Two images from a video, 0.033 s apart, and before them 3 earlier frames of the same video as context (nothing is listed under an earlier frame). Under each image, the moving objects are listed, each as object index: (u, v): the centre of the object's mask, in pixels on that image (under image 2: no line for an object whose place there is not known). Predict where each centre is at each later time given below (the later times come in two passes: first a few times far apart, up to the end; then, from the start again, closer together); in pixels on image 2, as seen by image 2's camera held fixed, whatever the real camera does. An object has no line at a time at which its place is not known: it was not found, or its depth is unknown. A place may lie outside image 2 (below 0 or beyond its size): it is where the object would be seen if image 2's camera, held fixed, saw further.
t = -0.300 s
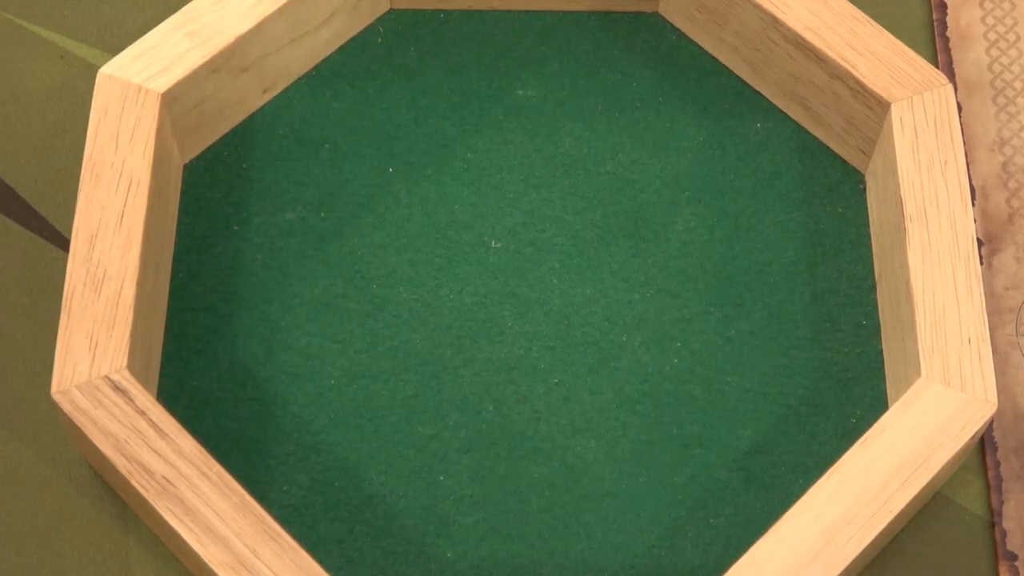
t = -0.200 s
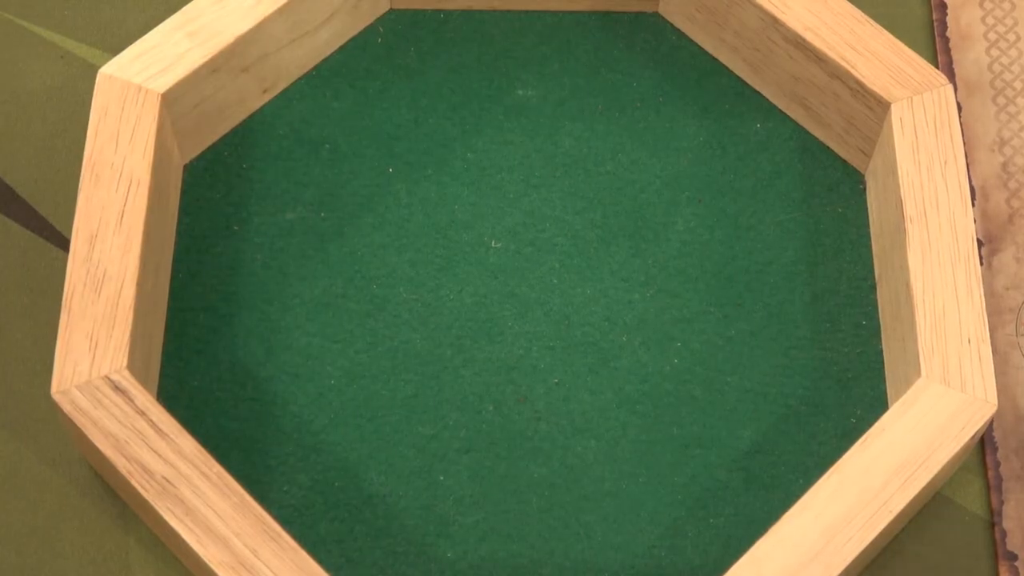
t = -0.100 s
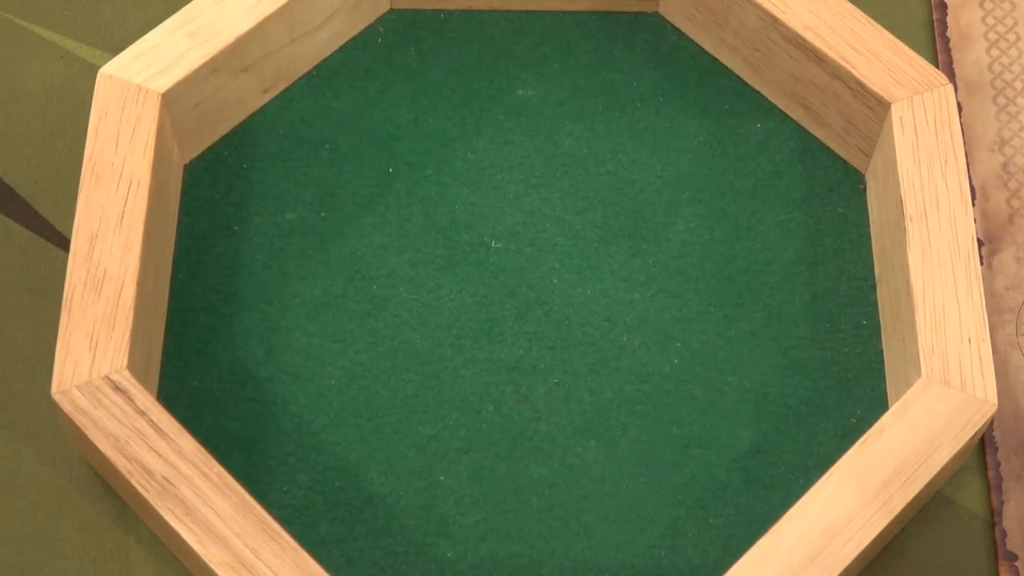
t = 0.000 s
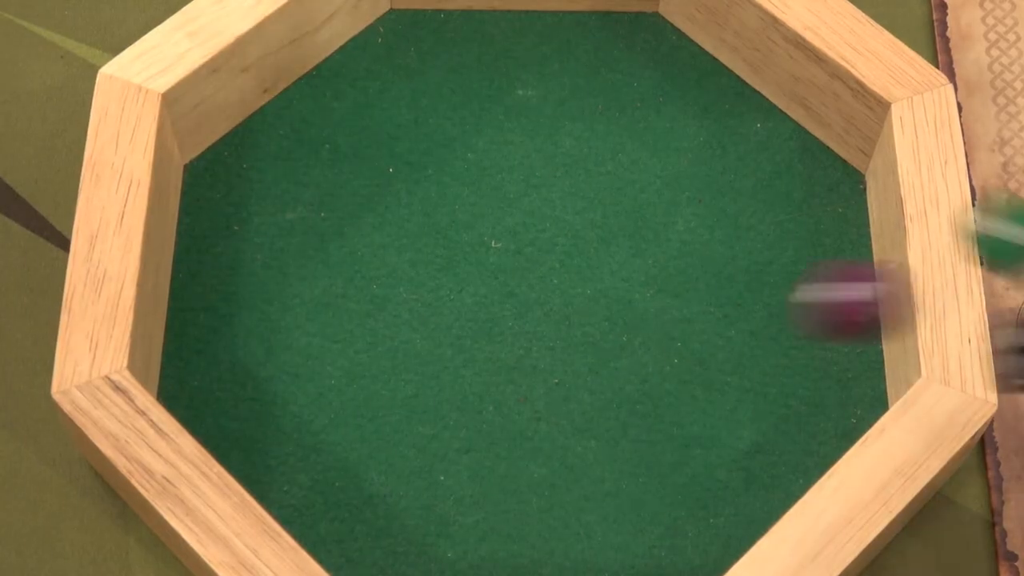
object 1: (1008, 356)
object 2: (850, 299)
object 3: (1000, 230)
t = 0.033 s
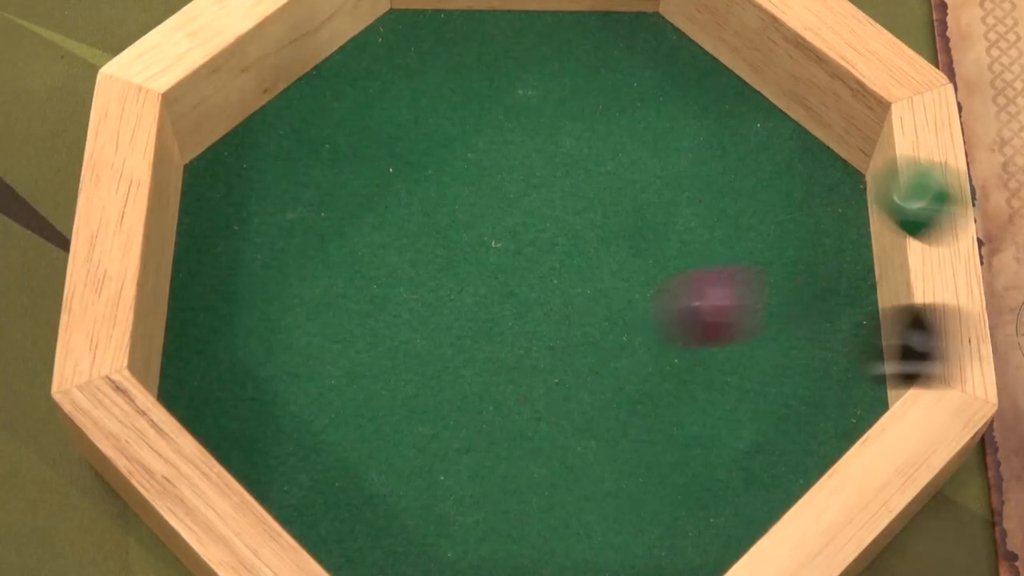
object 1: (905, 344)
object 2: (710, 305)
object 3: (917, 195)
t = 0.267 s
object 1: (224, 186)
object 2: (209, 260)
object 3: (552, 83)
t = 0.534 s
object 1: (475, 68)
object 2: (292, 274)
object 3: (451, 21)
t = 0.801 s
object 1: (557, 141)
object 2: (290, 274)
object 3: (451, 24)
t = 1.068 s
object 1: (558, 140)
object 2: (290, 274)
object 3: (451, 24)
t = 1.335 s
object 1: (558, 140)
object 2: (290, 274)
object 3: (451, 24)
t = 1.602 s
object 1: (558, 140)
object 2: (290, 274)
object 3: (451, 24)
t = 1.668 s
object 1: (558, 140)
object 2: (290, 274)
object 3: (452, 24)
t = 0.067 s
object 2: (587, 327)
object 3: (827, 183)
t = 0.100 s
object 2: (499, 315)
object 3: (745, 190)
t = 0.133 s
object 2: (435, 285)
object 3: (679, 201)
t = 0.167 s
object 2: (372, 275)
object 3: (639, 150)
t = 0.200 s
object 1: (401, 207)
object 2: (309, 279)
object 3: (610, 116)
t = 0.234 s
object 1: (311, 187)
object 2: (256, 265)
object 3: (579, 104)
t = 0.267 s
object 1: (224, 186)
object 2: (209, 260)
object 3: (552, 83)
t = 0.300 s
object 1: (249, 178)
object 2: (203, 258)
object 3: (527, 68)
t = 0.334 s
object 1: (285, 144)
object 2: (228, 253)
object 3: (510, 55)
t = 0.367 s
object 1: (324, 133)
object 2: (250, 252)
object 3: (497, 43)
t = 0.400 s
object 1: (354, 113)
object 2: (268, 251)
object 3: (487, 35)
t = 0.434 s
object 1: (385, 103)
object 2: (281, 252)
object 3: (477, 28)
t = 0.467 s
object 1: (415, 91)
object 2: (288, 258)
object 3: (471, 25)
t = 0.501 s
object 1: (445, 77)
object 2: (291, 266)
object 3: (461, 23)
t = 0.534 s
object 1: (475, 68)
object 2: (292, 274)
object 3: (451, 21)
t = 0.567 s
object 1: (504, 69)
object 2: (289, 274)
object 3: (451, 24)
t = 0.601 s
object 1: (524, 72)
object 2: (290, 274)
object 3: (451, 24)
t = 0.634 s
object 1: (538, 82)
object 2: (290, 274)
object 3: (451, 24)
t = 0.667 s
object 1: (547, 91)
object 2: (290, 274)
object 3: (451, 24)
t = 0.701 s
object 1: (552, 103)
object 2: (290, 274)
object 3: (451, 24)
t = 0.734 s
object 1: (556, 120)
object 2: (290, 274)
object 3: (451, 24)
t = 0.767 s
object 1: (556, 132)
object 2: (290, 274)
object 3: (451, 24)
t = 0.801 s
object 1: (557, 141)
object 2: (290, 274)
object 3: (451, 24)
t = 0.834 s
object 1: (558, 140)
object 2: (290, 274)
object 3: (451, 24)
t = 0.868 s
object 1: (558, 140)
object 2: (290, 274)
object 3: (451, 24)
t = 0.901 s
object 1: (558, 140)
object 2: (290, 274)
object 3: (451, 24)
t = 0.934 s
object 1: (558, 140)
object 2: (290, 274)
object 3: (451, 24)
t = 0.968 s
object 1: (558, 140)
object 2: (290, 274)
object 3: (452, 24)
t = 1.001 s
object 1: (558, 140)
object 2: (290, 274)
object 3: (451, 24)
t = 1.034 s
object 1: (558, 140)
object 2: (290, 274)
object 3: (451, 24)
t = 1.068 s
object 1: (558, 140)
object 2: (290, 274)
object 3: (451, 24)
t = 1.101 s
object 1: (558, 140)
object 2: (290, 274)
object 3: (451, 24)
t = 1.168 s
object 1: (558, 140)
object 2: (290, 274)
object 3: (451, 24)
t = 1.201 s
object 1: (558, 140)
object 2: (290, 274)
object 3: (451, 24)
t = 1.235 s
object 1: (558, 140)
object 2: (290, 274)
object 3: (451, 24)
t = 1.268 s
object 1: (558, 140)
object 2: (290, 274)
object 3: (451, 24)
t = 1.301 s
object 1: (558, 140)
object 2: (290, 274)
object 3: (451, 24)
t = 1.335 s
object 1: (558, 140)
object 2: (290, 274)
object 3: (451, 24)
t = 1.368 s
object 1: (558, 140)
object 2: (290, 274)
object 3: (451, 24)
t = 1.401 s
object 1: (558, 140)
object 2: (290, 274)
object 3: (451, 24)
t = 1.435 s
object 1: (558, 140)
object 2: (290, 274)
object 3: (451, 24)
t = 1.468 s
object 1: (558, 140)
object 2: (290, 274)
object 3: (452, 24)
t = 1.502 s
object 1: (558, 140)
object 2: (290, 274)
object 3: (452, 24)
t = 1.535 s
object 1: (558, 140)
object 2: (290, 274)
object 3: (451, 24)
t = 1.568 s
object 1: (558, 140)
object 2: (290, 274)
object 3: (452, 24)
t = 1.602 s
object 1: (558, 140)
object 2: (290, 274)
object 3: (451, 24)
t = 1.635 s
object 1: (558, 140)
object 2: (290, 274)
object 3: (452, 24)
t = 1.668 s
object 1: (558, 140)
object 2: (290, 274)
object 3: (452, 24)
